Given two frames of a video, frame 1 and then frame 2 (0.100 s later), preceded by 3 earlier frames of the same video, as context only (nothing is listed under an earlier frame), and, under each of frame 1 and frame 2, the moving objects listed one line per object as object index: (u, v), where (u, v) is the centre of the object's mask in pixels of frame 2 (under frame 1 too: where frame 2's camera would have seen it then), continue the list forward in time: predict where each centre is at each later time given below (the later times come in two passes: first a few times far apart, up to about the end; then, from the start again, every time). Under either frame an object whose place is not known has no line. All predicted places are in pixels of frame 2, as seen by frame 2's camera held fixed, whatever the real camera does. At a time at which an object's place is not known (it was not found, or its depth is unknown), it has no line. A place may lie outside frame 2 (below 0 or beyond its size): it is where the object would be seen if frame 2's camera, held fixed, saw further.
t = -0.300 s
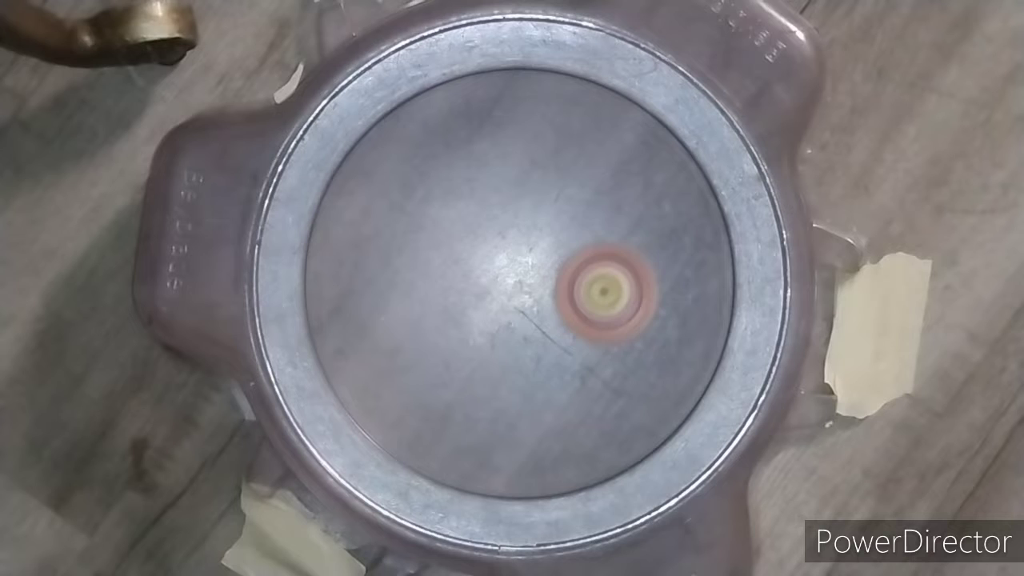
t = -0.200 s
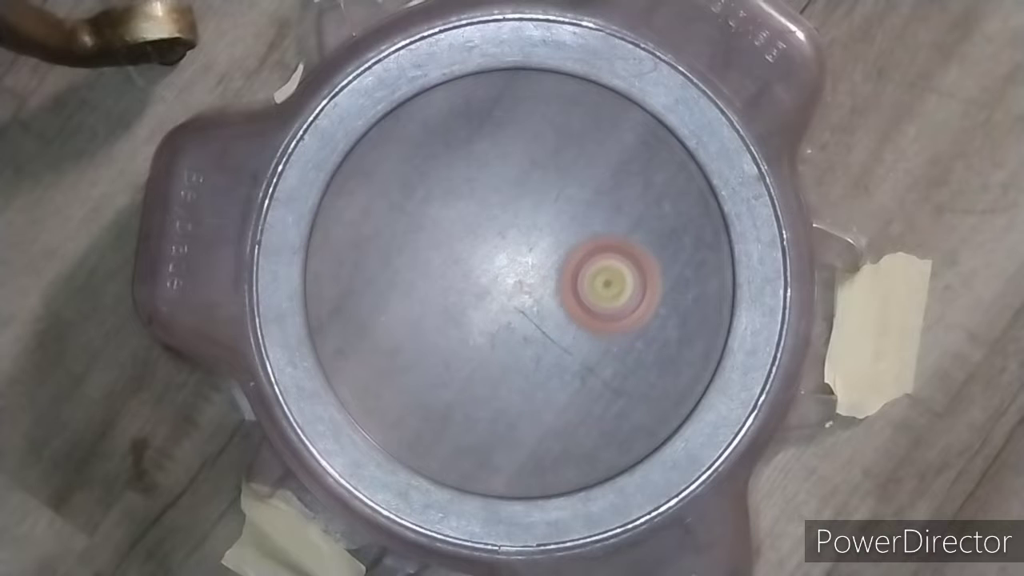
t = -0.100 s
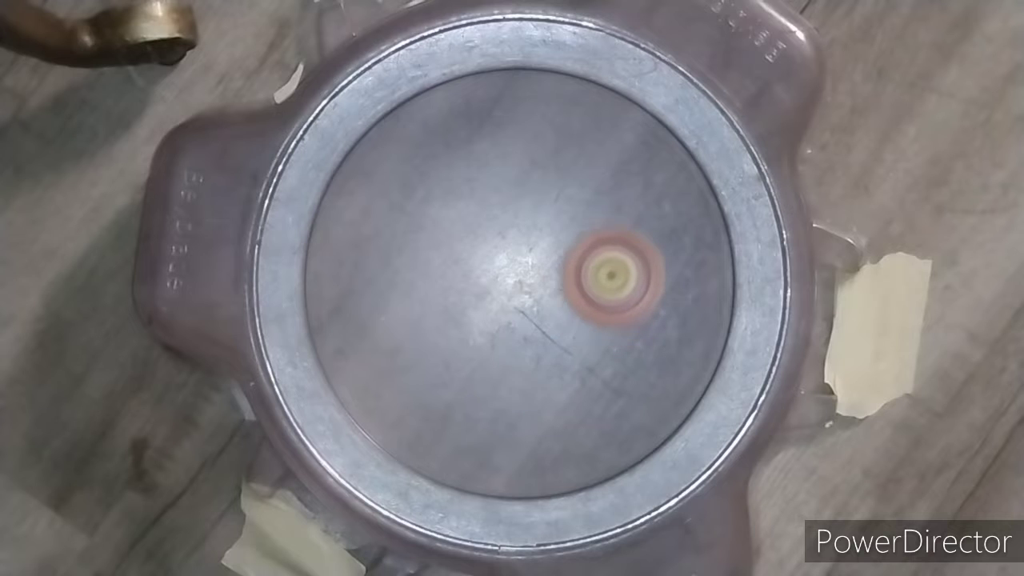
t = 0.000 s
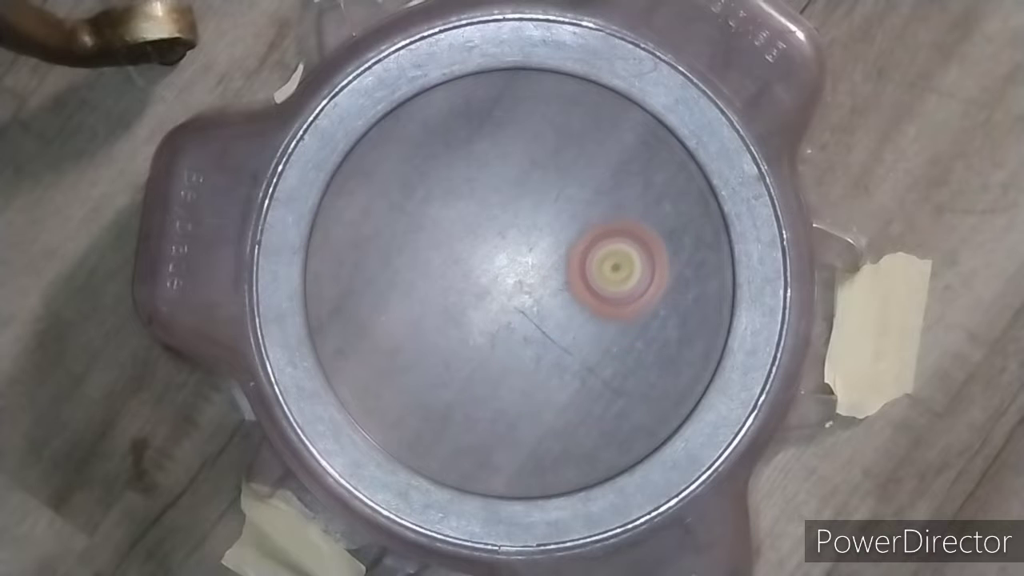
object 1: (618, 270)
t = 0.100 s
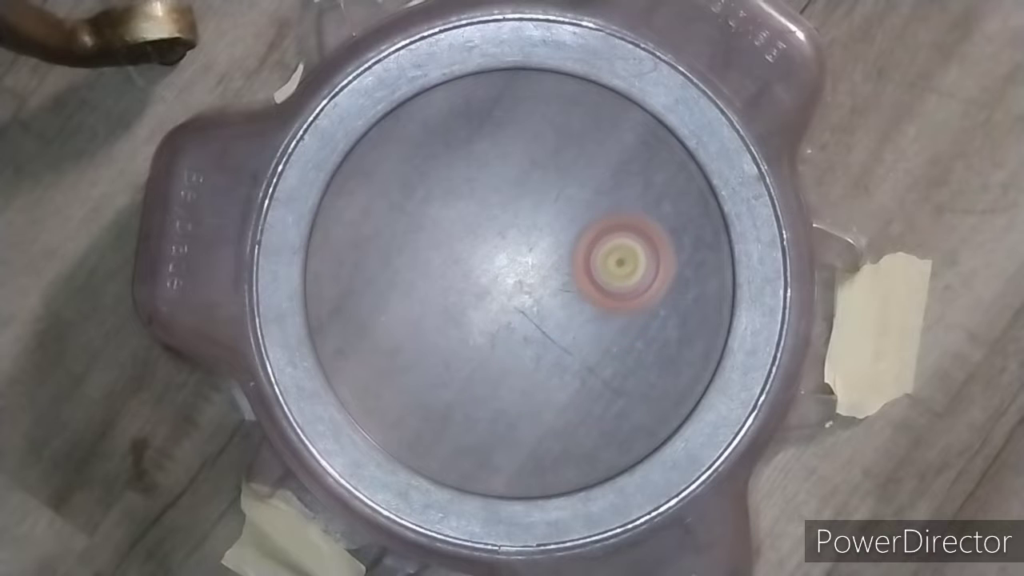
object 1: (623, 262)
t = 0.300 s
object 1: (625, 259)
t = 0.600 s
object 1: (601, 250)
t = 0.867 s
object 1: (569, 228)
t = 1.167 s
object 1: (553, 202)
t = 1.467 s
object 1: (543, 199)
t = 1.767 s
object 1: (513, 210)
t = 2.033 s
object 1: (487, 212)
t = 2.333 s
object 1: (474, 219)
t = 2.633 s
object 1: (464, 240)
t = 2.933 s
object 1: (451, 265)
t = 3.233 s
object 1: (446, 289)
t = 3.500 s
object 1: (450, 305)
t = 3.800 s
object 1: (459, 328)
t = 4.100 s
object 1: (473, 343)
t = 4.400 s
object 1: (490, 356)
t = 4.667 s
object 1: (509, 359)
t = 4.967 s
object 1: (532, 357)
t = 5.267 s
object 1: (555, 347)
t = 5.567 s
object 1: (575, 336)
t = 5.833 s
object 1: (585, 327)
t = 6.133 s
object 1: (580, 307)
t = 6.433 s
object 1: (572, 277)
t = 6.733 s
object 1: (565, 254)
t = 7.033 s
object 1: (557, 240)
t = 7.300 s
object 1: (543, 235)
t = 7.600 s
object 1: (519, 233)
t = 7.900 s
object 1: (500, 236)
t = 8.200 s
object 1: (479, 245)
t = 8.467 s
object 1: (466, 259)
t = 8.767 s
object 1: (467, 273)
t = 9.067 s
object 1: (473, 300)
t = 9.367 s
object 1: (474, 330)
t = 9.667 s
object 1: (483, 338)
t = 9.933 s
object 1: (498, 337)
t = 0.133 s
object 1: (624, 261)
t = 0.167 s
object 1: (625, 260)
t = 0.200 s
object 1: (625, 260)
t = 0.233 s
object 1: (626, 259)
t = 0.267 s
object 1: (626, 259)
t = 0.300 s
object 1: (625, 259)
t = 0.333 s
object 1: (624, 259)
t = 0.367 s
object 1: (623, 258)
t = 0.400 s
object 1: (622, 257)
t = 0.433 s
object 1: (620, 257)
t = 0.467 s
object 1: (617, 255)
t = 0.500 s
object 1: (614, 255)
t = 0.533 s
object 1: (610, 253)
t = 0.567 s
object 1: (605, 252)
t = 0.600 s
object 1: (601, 250)
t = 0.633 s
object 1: (597, 249)
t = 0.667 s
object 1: (592, 247)
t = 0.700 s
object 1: (588, 244)
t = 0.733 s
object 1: (583, 241)
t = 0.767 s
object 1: (579, 238)
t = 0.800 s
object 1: (575, 234)
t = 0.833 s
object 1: (572, 231)
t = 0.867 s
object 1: (569, 228)
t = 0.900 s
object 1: (565, 225)
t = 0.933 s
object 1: (562, 220)
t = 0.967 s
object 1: (561, 217)
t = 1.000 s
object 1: (559, 214)
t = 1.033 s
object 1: (558, 210)
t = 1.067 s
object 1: (556, 207)
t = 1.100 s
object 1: (555, 205)
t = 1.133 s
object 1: (554, 203)
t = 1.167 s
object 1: (553, 202)
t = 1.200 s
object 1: (553, 200)
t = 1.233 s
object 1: (552, 199)
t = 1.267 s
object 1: (551, 198)
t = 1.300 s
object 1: (550, 197)
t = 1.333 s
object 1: (549, 197)
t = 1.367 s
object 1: (548, 197)
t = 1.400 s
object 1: (546, 197)
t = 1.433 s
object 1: (545, 198)
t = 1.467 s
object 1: (543, 199)
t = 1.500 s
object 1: (541, 200)
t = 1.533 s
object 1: (539, 201)
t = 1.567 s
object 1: (536, 203)
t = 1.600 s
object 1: (533, 205)
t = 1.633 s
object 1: (529, 206)
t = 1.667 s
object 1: (525, 208)
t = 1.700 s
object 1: (521, 209)
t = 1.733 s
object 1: (517, 209)
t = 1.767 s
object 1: (513, 210)
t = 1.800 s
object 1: (509, 210)
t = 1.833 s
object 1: (506, 210)
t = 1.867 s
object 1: (502, 210)
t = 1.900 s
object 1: (498, 210)
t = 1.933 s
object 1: (495, 210)
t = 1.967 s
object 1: (493, 211)
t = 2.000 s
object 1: (490, 211)
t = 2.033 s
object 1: (487, 212)
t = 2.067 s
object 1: (485, 212)
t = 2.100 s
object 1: (483, 212)
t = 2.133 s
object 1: (481, 213)
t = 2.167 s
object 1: (480, 214)
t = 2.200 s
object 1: (478, 214)
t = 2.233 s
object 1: (477, 215)
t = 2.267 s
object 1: (476, 216)
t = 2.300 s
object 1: (476, 218)
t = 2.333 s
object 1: (474, 219)
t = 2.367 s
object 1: (472, 221)
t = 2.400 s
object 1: (472, 223)
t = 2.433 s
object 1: (471, 225)
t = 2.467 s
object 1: (470, 227)
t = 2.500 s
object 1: (469, 230)
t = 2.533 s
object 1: (468, 233)
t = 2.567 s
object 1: (466, 235)
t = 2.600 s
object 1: (465, 238)
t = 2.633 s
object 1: (464, 240)
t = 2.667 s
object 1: (462, 244)
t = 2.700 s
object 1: (461, 245)
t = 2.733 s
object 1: (459, 249)
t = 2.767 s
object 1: (457, 253)
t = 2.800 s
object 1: (456, 255)
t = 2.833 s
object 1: (455, 258)
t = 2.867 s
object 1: (453, 260)
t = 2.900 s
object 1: (452, 262)
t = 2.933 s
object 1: (451, 265)
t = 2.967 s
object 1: (450, 269)
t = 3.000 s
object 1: (449, 270)
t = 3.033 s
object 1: (448, 273)
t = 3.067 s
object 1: (447, 276)
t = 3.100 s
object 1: (447, 278)
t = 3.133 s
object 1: (446, 281)
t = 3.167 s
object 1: (446, 284)
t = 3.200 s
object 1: (446, 286)
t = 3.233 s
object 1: (446, 289)
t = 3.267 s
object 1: (446, 292)
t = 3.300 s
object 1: (446, 293)
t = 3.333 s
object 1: (447, 295)
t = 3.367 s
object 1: (447, 297)
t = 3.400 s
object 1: (448, 299)
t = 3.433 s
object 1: (449, 301)
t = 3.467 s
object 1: (449, 303)
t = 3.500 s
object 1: (450, 305)
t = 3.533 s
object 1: (451, 309)
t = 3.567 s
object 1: (452, 311)
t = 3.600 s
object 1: (453, 313)
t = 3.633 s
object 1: (454, 316)
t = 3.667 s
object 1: (455, 319)
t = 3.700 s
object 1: (457, 322)
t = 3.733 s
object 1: (457, 323)
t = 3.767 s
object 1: (458, 326)
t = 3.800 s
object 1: (459, 328)
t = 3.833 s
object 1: (461, 330)
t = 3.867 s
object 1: (462, 332)
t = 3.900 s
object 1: (464, 334)
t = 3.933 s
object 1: (464, 336)
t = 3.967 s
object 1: (466, 337)
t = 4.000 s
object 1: (467, 338)
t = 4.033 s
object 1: (468, 340)
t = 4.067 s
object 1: (470, 341)
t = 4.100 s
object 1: (473, 343)
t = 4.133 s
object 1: (475, 344)
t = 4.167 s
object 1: (476, 345)
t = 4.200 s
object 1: (479, 347)
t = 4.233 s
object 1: (481, 348)
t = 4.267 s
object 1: (483, 350)
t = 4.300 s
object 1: (485, 351)
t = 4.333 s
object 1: (487, 353)
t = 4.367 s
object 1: (488, 354)
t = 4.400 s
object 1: (490, 356)
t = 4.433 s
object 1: (493, 356)
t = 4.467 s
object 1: (495, 357)
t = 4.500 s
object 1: (497, 358)
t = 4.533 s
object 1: (499, 358)
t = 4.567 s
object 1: (501, 358)
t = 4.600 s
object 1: (504, 359)
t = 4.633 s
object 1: (507, 359)
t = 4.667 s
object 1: (509, 359)
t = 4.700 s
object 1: (512, 359)
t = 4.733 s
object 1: (514, 359)
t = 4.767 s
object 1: (516, 359)
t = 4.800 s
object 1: (520, 359)
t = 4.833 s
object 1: (522, 358)
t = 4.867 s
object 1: (523, 358)
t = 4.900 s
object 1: (526, 357)
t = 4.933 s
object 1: (528, 357)
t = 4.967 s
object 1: (532, 357)
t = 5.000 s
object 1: (535, 356)
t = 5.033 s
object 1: (539, 356)
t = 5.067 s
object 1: (541, 354)
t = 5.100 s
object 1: (543, 353)
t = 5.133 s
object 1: (545, 352)
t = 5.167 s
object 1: (548, 351)
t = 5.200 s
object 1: (550, 350)
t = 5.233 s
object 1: (552, 348)
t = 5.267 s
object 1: (555, 347)
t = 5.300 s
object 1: (558, 346)
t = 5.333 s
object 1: (561, 344)
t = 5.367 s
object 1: (563, 343)
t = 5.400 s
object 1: (566, 342)
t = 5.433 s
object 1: (568, 341)
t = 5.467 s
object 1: (570, 339)
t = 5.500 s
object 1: (572, 338)
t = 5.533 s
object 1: (574, 337)
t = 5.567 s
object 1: (575, 336)
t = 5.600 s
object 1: (577, 334)
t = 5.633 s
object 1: (579, 333)
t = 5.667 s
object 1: (580, 332)
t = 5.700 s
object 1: (582, 332)
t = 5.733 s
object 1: (582, 330)
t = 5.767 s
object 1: (584, 329)
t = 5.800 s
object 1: (584, 328)
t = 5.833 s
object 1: (585, 327)
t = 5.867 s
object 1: (585, 325)
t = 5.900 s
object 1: (584, 323)
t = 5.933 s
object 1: (584, 321)
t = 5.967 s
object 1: (584, 320)
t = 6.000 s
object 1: (584, 318)
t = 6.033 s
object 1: (583, 315)
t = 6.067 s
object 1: (582, 313)
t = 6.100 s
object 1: (581, 310)
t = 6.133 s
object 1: (580, 307)
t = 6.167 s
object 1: (579, 304)
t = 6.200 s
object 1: (578, 300)
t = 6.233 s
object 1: (578, 298)
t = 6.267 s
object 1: (576, 294)
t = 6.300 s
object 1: (575, 291)
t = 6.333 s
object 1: (574, 288)
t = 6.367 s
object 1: (573, 284)
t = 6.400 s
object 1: (573, 281)
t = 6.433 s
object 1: (572, 277)
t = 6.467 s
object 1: (572, 275)
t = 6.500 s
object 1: (571, 272)
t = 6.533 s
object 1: (570, 269)
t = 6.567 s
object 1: (570, 266)
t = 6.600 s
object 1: (568, 263)
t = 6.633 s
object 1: (568, 261)
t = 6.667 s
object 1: (567, 259)
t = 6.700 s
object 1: (566, 256)
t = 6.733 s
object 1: (565, 254)
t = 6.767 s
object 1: (565, 252)
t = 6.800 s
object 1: (564, 250)
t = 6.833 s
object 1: (564, 248)
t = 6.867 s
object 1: (563, 247)
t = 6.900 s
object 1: (562, 246)
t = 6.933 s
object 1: (562, 244)
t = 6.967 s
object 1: (560, 243)
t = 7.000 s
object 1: (559, 241)
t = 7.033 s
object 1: (557, 240)
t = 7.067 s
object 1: (555, 239)
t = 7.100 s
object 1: (554, 238)
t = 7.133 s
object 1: (552, 238)
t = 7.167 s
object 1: (550, 237)
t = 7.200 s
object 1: (548, 236)
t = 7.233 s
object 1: (546, 236)
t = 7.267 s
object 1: (545, 235)
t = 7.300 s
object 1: (543, 235)
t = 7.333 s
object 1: (540, 235)
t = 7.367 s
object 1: (538, 234)
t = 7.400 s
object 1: (535, 234)
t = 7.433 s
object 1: (532, 233)
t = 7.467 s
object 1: (530, 233)
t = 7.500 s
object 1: (527, 233)
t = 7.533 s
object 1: (524, 232)
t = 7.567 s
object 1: (521, 232)
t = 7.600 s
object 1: (519, 233)
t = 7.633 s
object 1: (517, 233)
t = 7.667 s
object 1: (515, 233)
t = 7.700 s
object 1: (514, 233)
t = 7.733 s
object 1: (512, 232)
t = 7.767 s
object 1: (509, 233)
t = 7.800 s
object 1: (507, 234)
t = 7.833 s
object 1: (505, 234)
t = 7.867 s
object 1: (502, 235)
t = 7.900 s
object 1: (500, 236)
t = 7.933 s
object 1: (497, 237)
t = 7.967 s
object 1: (494, 239)
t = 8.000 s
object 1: (491, 240)
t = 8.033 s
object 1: (489, 241)
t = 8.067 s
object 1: (487, 241)
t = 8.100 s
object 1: (484, 242)
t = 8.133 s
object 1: (482, 243)
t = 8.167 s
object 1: (481, 245)
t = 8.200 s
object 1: (479, 245)
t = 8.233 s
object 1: (477, 247)
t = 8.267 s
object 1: (476, 248)
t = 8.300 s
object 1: (474, 251)
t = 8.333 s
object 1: (472, 251)
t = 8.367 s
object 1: (470, 253)
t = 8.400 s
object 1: (469, 256)
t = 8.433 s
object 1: (467, 257)
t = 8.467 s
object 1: (466, 259)
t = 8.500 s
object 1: (466, 260)
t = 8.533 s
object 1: (466, 261)
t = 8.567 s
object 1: (466, 262)
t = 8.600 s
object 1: (466, 264)
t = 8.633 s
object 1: (466, 266)
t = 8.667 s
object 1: (466, 267)
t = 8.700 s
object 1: (467, 270)
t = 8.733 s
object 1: (467, 271)
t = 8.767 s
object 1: (467, 273)
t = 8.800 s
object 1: (468, 275)
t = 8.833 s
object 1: (469, 278)
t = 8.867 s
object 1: (469, 281)
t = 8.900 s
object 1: (470, 284)
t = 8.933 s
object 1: (470, 286)
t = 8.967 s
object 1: (471, 289)
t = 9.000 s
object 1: (472, 292)
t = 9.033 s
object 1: (473, 297)
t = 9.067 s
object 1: (473, 300)
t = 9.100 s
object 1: (473, 303)
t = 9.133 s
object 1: (473, 306)
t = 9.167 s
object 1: (473, 309)
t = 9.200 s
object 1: (473, 314)
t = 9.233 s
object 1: (473, 320)
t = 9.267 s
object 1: (473, 322)
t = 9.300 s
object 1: (473, 325)
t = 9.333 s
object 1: (473, 327)
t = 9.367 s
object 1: (474, 330)
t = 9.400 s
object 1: (474, 331)
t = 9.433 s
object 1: (475, 332)
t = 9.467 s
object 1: (475, 333)
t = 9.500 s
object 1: (476, 334)
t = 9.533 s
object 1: (477, 335)
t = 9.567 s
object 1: (478, 336)
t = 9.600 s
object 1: (479, 336)
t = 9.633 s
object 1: (481, 337)
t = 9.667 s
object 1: (483, 338)
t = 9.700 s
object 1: (484, 339)
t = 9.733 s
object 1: (486, 339)
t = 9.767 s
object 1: (488, 338)
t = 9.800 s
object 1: (489, 338)
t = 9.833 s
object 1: (491, 338)
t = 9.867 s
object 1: (493, 338)
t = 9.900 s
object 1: (496, 337)
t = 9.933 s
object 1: (498, 337)
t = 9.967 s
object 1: (500, 336)
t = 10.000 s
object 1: (503, 336)
